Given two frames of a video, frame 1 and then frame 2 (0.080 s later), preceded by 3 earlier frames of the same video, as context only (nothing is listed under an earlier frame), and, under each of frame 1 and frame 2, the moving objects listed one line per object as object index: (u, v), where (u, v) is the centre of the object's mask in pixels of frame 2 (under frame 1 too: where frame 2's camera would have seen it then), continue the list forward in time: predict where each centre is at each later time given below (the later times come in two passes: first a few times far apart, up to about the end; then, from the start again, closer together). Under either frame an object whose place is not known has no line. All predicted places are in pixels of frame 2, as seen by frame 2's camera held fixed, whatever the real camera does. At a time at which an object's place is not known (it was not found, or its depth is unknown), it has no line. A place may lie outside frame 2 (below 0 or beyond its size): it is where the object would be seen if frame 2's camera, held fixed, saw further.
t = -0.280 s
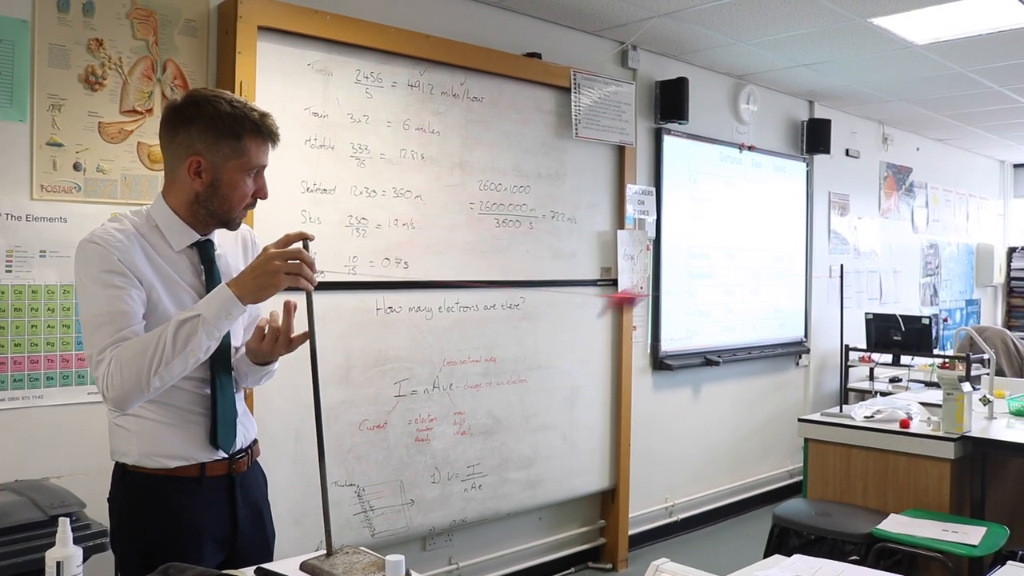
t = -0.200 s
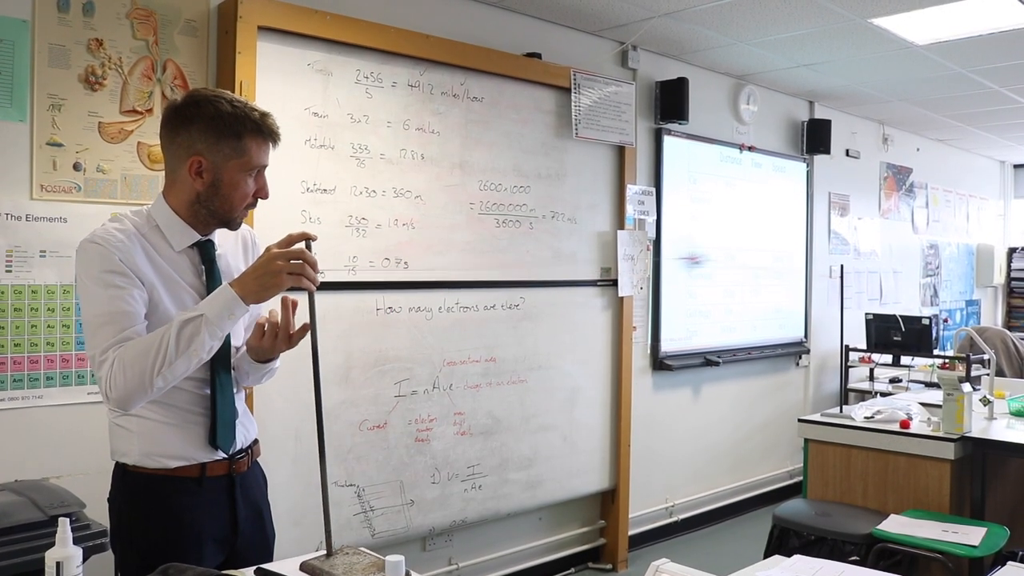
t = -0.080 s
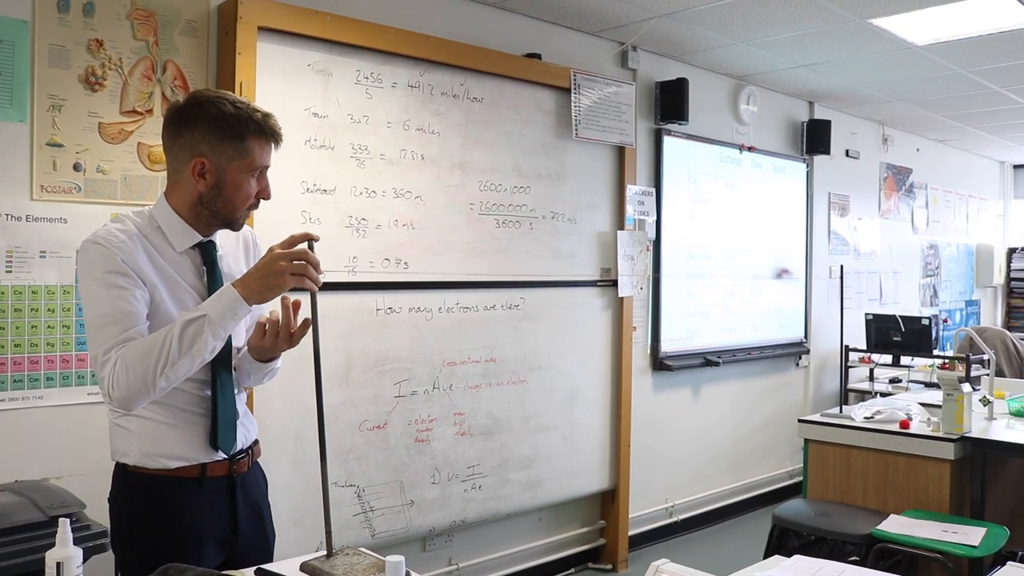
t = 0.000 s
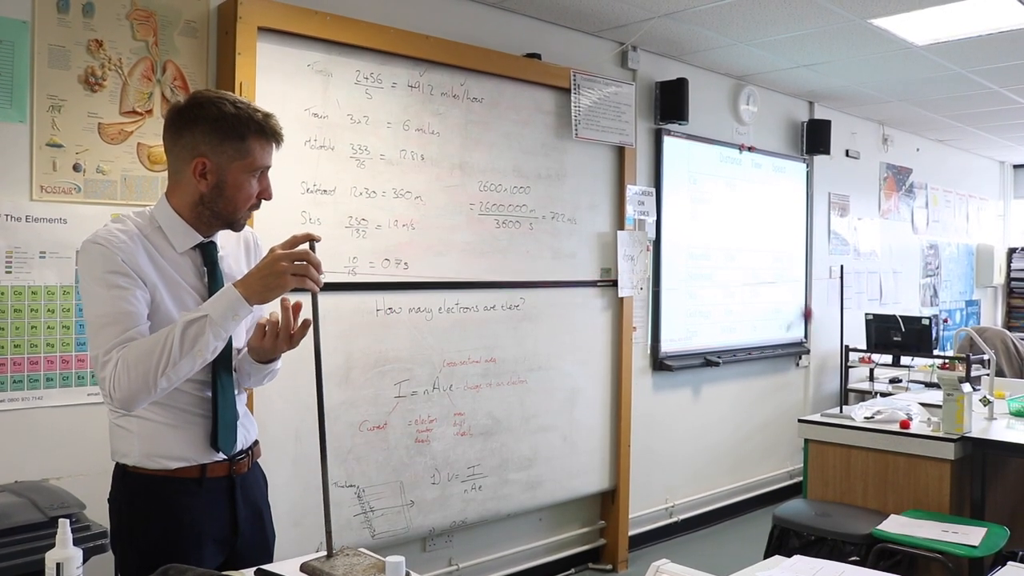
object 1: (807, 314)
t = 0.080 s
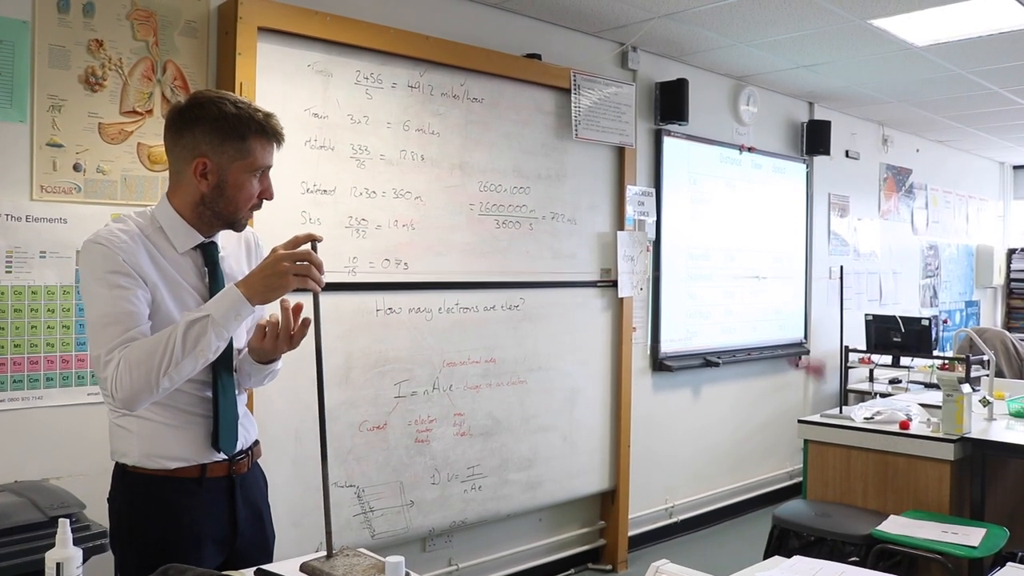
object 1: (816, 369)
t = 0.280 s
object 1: (834, 505)
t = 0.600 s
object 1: (850, 504)
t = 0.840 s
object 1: (850, 504)
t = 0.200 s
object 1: (823, 462)
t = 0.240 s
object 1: (824, 503)
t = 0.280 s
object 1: (834, 505)
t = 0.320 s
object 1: (839, 502)
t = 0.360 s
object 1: (841, 501)
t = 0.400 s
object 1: (843, 502)
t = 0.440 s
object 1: (846, 503)
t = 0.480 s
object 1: (849, 504)
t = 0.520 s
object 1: (849, 504)
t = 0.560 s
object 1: (850, 504)
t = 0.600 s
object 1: (850, 504)
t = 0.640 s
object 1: (850, 504)
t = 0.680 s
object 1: (850, 504)
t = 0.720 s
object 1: (850, 504)
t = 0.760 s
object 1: (850, 504)
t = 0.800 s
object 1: (850, 504)
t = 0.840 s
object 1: (850, 504)
